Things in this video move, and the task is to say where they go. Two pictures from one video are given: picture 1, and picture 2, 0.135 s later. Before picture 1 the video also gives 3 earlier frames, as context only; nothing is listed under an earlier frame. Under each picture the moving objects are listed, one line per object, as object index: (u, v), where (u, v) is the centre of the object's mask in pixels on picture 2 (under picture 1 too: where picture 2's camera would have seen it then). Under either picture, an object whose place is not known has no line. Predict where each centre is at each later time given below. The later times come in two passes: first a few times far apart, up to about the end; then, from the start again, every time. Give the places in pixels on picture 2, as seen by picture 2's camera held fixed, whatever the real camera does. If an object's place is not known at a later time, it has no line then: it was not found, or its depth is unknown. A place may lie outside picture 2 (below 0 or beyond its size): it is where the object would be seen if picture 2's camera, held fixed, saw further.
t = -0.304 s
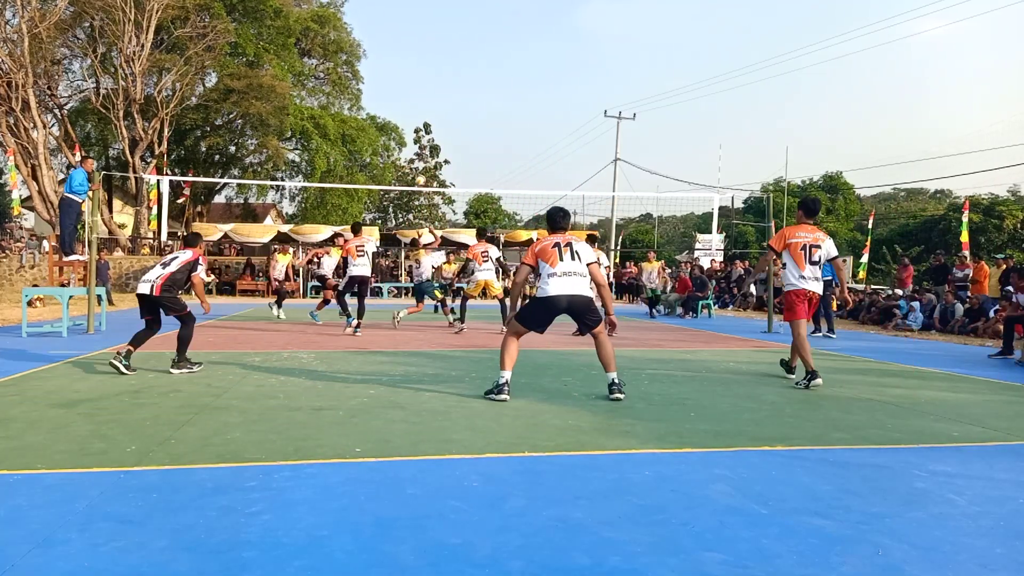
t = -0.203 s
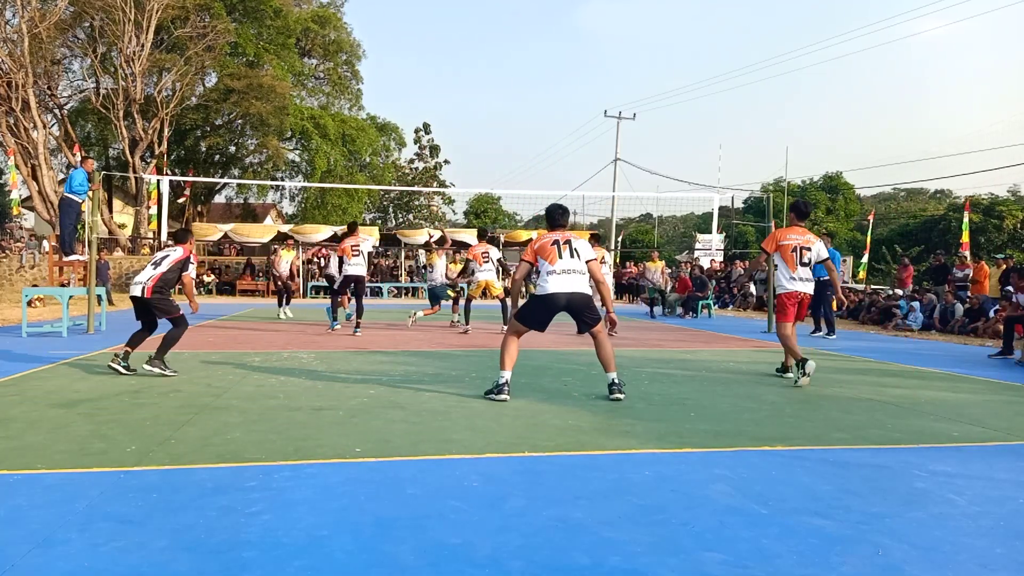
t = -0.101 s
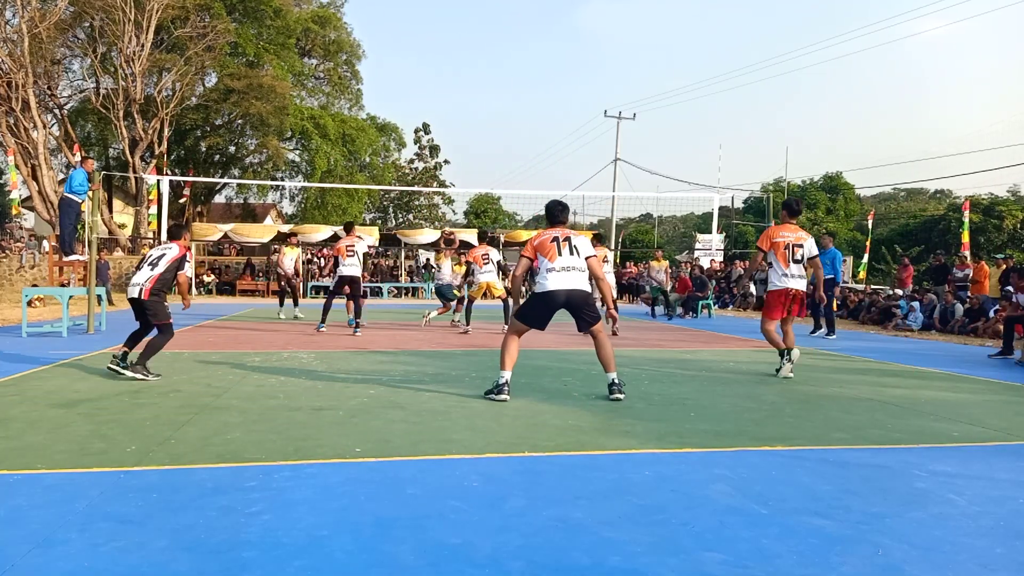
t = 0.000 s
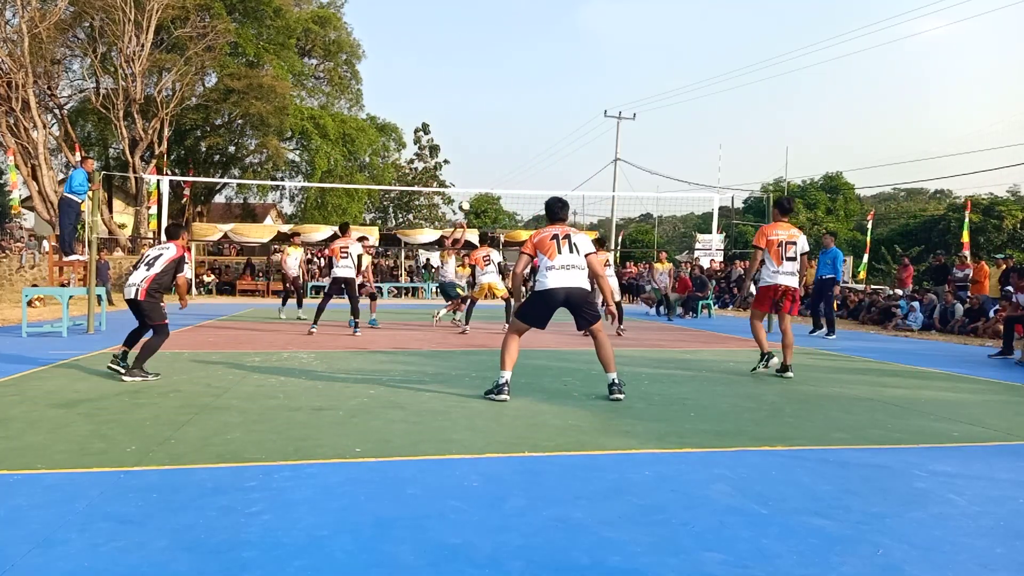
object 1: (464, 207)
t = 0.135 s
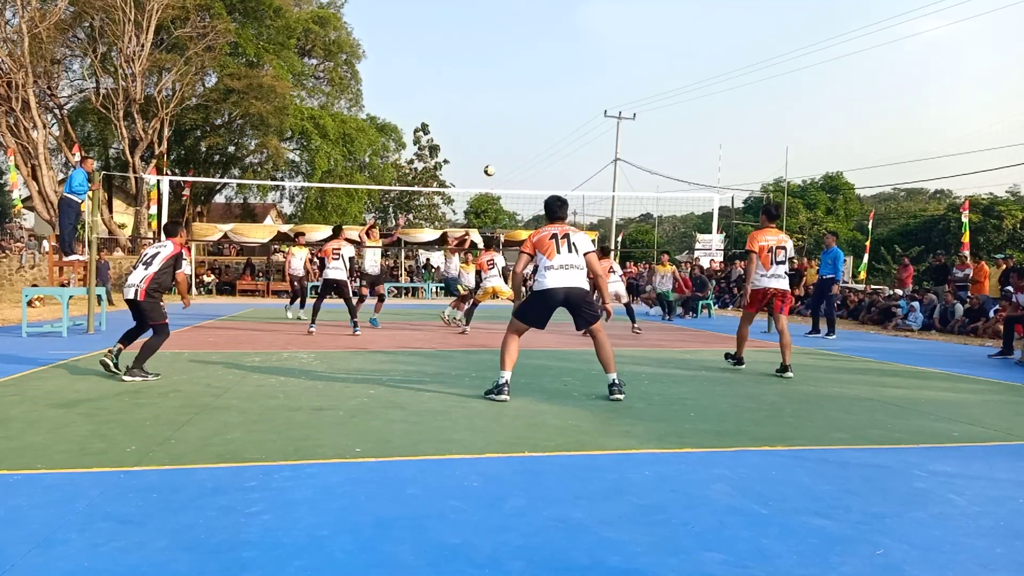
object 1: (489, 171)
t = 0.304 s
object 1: (521, 139)
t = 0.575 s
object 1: (568, 122)
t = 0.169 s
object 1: (495, 163)
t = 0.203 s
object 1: (502, 156)
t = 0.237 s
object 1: (508, 150)
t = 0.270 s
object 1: (514, 144)
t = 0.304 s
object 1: (521, 139)
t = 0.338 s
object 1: (527, 135)
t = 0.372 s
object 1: (533, 131)
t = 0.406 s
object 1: (539, 128)
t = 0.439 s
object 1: (545, 125)
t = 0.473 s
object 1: (551, 124)
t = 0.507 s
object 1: (557, 123)
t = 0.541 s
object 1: (562, 122)
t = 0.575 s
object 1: (568, 122)
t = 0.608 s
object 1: (574, 123)
